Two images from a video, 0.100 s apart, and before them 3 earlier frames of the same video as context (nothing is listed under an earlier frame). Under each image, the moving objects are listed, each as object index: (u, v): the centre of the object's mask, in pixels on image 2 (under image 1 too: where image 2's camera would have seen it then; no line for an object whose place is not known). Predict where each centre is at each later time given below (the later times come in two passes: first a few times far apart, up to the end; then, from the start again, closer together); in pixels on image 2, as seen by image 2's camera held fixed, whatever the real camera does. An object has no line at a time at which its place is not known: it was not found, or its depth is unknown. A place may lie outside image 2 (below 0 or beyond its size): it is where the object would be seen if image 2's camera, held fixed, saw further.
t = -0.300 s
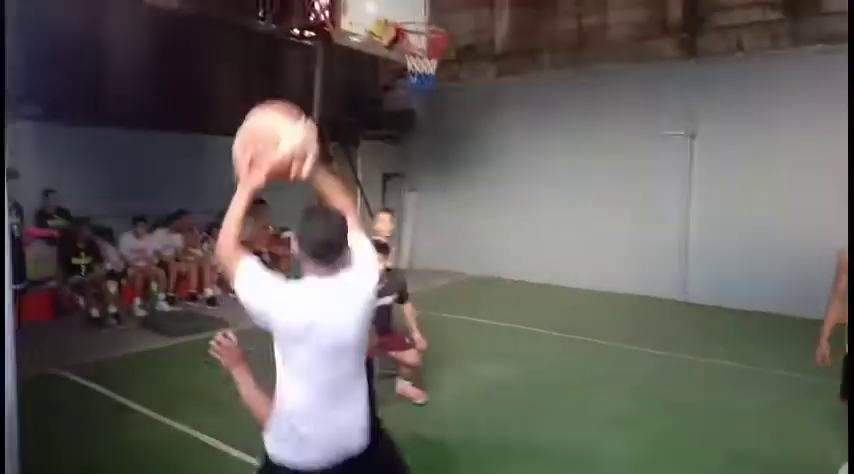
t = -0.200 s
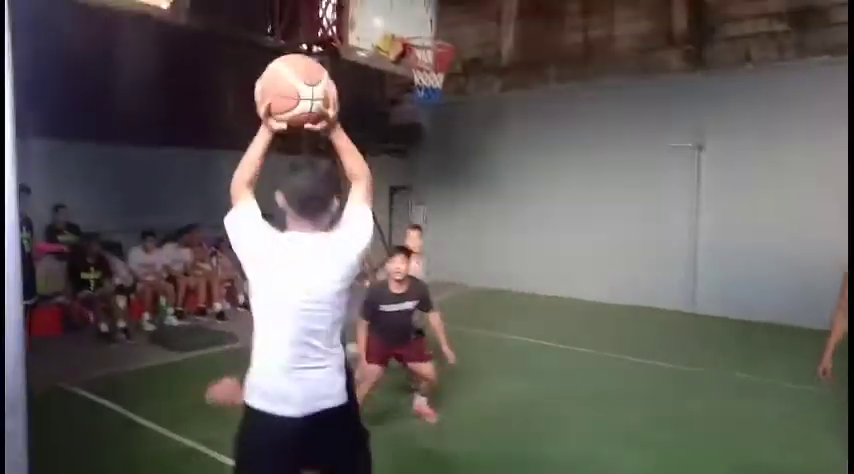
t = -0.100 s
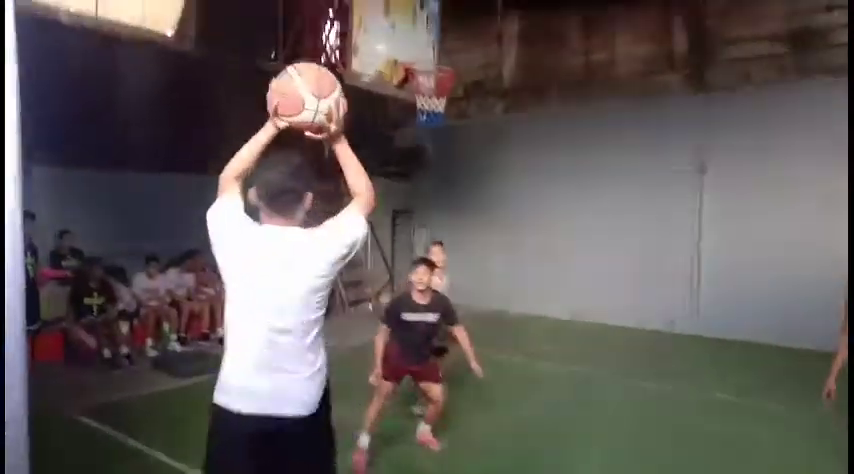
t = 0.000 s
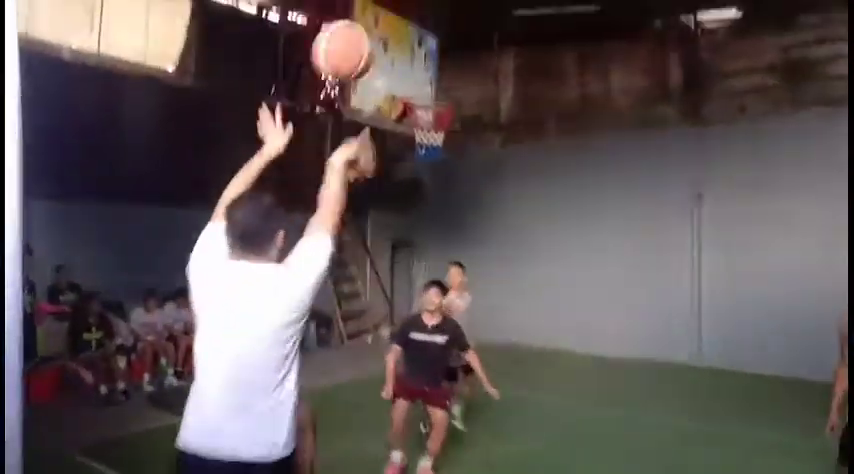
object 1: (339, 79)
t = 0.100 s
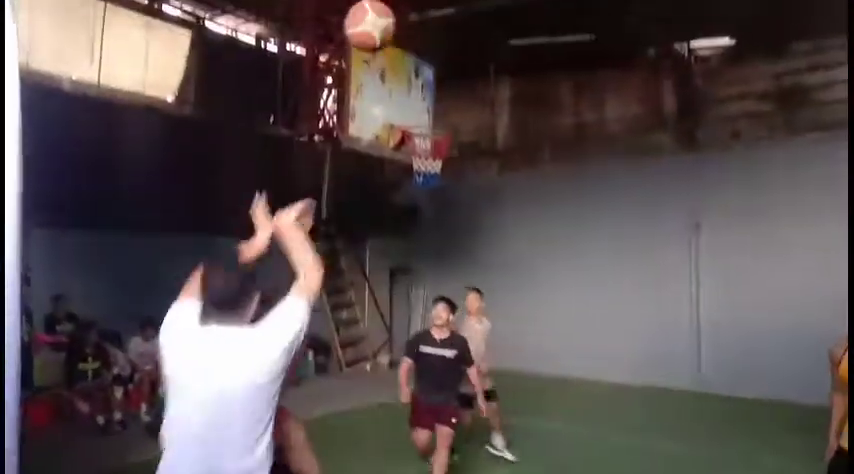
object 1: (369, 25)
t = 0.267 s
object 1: (403, -3)
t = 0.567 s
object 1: (439, 50)
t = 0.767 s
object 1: (455, 123)
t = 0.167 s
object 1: (384, 6)
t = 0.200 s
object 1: (391, 0)
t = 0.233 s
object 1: (397, -3)
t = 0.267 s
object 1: (403, -3)
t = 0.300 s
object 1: (409, -1)
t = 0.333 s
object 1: (413, 1)
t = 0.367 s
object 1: (418, 3)
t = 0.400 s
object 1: (422, 8)
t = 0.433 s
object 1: (425, 14)
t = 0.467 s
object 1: (429, 21)
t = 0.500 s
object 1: (433, 30)
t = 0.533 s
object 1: (436, 40)
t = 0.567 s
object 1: (439, 50)
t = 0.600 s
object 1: (443, 60)
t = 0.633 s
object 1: (445, 71)
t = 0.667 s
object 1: (448, 84)
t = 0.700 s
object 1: (452, 96)
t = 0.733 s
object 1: (452, 110)
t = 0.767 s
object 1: (455, 123)
